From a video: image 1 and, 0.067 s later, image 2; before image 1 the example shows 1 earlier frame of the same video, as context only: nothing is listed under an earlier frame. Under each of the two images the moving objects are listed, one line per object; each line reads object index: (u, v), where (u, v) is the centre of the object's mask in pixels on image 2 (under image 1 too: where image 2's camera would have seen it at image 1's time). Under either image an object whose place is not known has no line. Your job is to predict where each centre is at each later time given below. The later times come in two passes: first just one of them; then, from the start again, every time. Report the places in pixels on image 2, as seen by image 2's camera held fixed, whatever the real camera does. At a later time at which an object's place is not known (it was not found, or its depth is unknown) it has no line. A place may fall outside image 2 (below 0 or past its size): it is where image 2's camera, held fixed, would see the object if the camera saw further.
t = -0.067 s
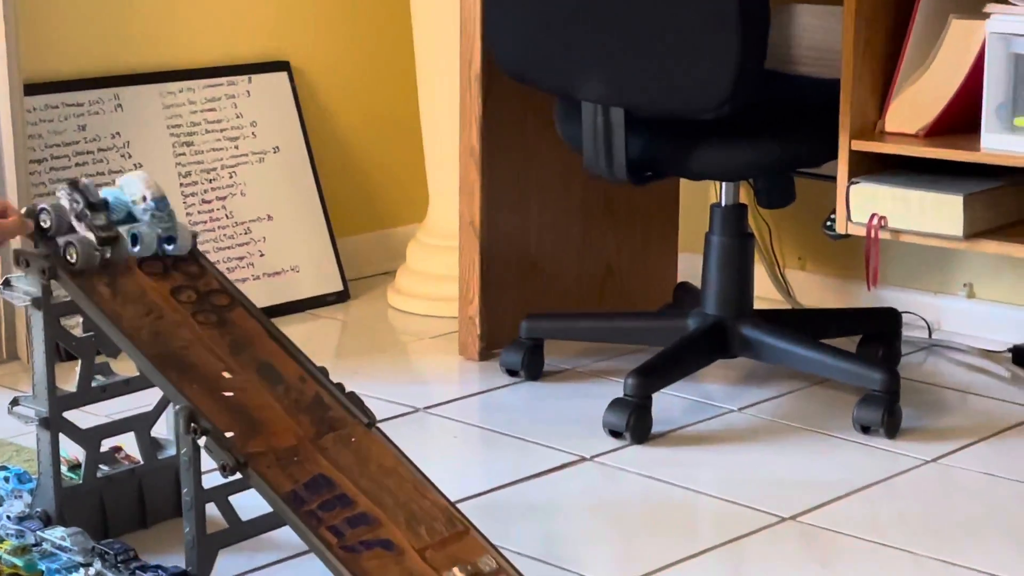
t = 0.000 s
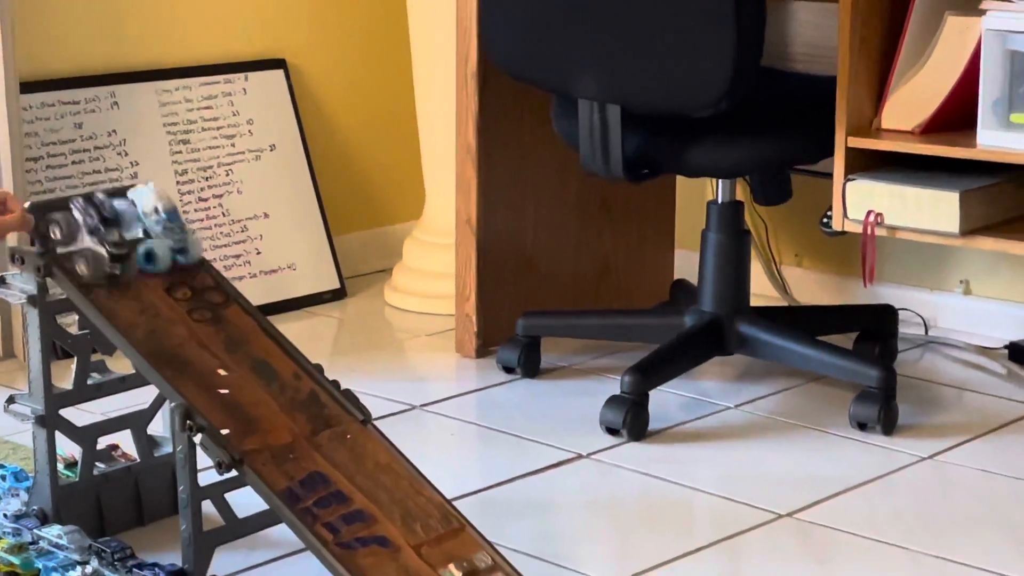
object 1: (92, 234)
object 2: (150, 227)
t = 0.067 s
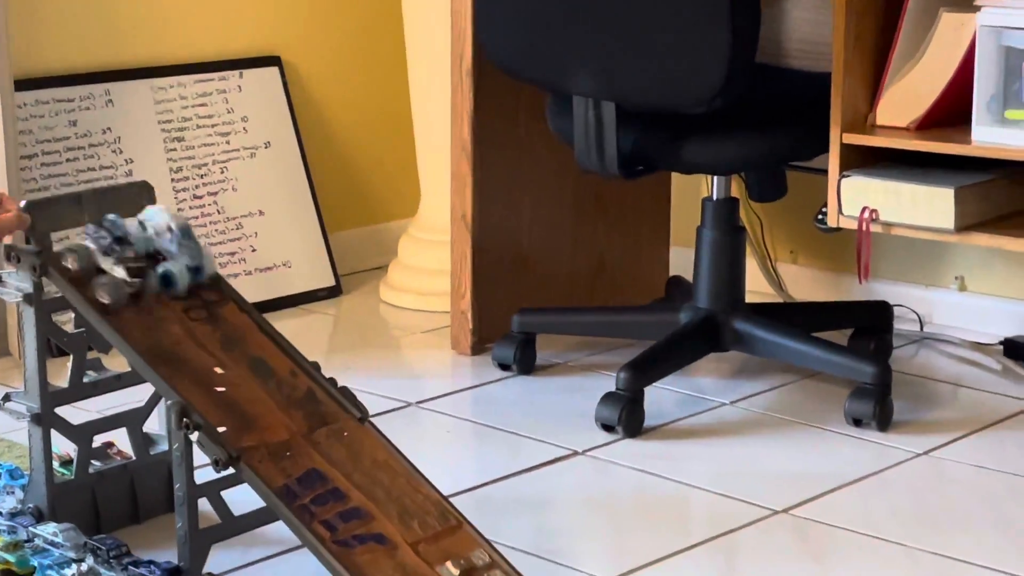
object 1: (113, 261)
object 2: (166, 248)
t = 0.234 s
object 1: (193, 341)
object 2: (239, 317)
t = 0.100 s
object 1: (128, 267)
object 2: (184, 261)
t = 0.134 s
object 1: (140, 283)
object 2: (193, 269)
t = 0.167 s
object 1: (158, 302)
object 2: (212, 281)
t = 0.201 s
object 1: (171, 321)
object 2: (224, 303)
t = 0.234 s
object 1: (193, 341)
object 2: (239, 317)
